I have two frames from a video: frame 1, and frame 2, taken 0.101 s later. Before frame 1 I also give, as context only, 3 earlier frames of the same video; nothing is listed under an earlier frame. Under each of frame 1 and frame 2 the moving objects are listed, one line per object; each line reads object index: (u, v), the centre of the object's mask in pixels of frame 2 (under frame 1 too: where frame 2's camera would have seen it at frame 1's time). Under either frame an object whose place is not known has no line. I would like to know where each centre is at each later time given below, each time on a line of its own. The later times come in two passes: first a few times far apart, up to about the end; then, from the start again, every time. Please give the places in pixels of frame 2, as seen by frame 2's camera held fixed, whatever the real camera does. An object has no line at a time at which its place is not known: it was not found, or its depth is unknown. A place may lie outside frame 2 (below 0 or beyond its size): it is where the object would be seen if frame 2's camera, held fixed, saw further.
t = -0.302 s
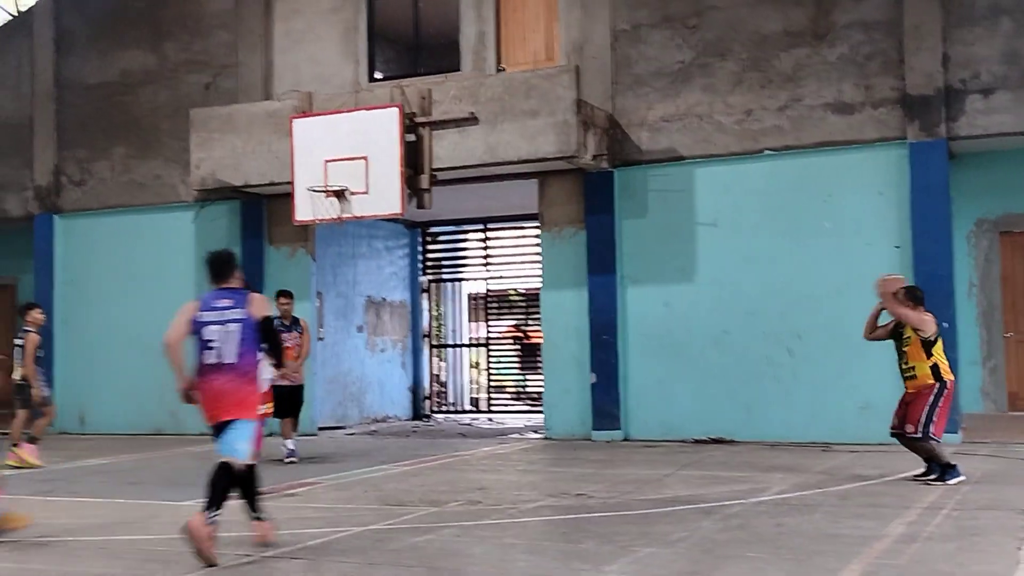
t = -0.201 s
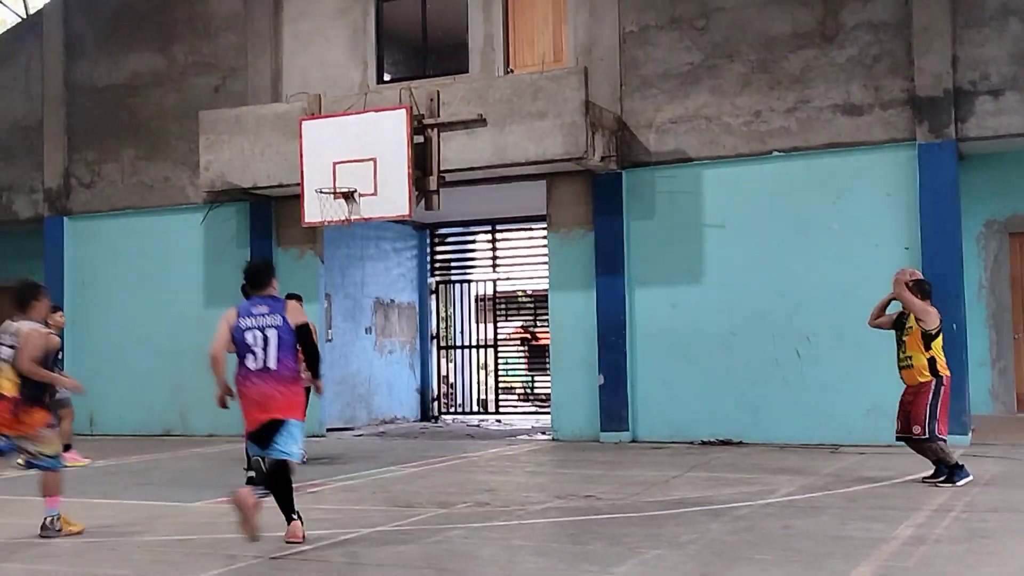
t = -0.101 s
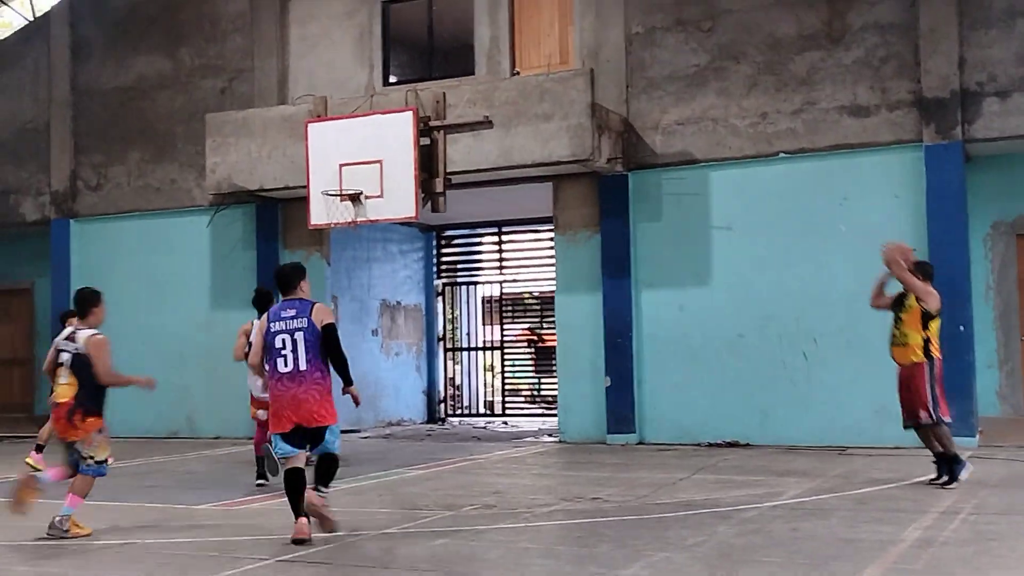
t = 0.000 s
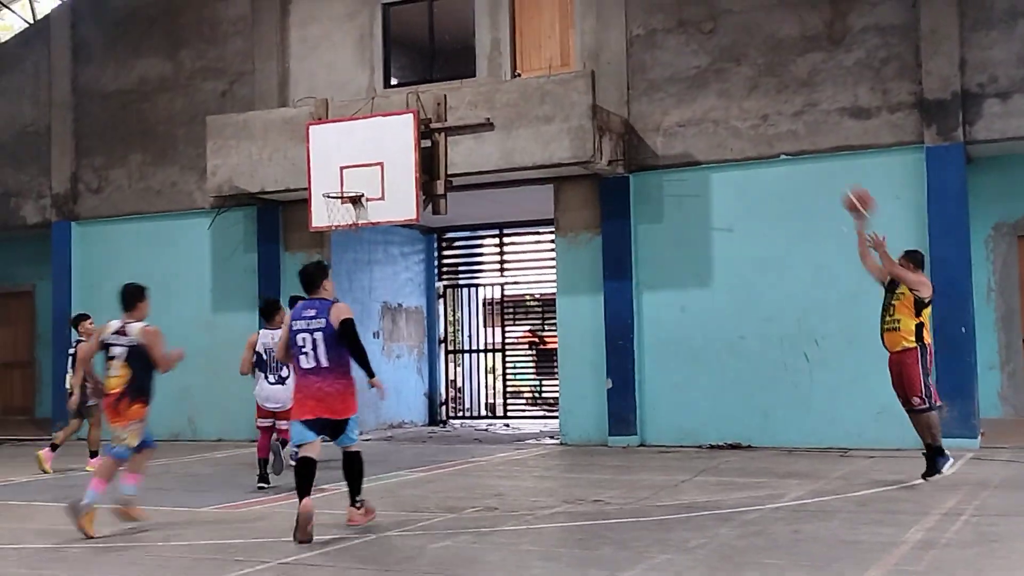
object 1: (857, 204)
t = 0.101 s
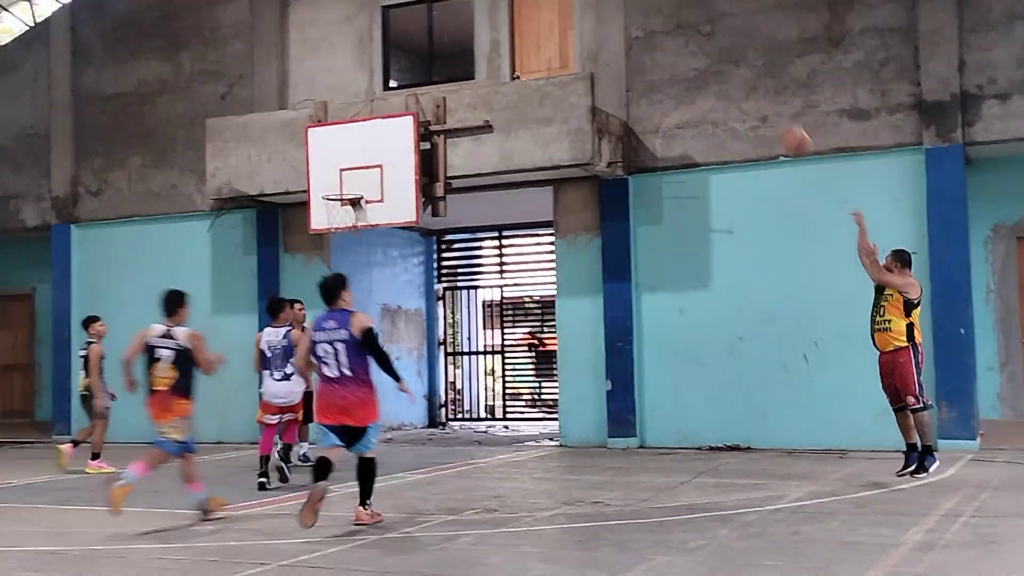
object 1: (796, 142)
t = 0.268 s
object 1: (704, 68)
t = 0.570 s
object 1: (564, 24)
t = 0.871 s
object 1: (451, 68)
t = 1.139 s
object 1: (367, 164)
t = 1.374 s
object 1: (309, 235)
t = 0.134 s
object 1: (776, 123)
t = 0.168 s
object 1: (757, 108)
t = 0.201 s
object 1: (738, 93)
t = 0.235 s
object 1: (721, 79)
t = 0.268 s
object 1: (704, 68)
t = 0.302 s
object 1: (689, 58)
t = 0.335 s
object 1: (671, 49)
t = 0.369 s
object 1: (654, 42)
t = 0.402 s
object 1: (638, 37)
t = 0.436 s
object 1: (622, 32)
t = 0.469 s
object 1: (607, 28)
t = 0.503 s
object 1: (593, 27)
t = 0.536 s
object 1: (579, 24)
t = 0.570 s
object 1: (564, 24)
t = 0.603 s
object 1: (549, 25)
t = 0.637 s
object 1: (538, 27)
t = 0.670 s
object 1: (523, 31)
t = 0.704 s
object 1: (509, 34)
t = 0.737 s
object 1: (498, 39)
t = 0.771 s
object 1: (487, 44)
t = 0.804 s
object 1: (473, 51)
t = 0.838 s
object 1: (462, 59)
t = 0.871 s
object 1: (451, 68)
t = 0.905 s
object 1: (440, 75)
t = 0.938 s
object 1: (429, 86)
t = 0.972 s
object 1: (418, 97)
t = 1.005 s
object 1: (409, 106)
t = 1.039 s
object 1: (398, 122)
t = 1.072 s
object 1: (387, 135)
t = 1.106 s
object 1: (377, 149)
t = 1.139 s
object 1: (367, 164)
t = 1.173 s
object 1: (358, 177)
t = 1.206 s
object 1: (349, 196)
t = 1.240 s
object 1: (340, 204)
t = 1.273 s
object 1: (330, 213)
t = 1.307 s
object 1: (323, 219)
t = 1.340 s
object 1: (314, 228)
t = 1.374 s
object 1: (309, 235)
